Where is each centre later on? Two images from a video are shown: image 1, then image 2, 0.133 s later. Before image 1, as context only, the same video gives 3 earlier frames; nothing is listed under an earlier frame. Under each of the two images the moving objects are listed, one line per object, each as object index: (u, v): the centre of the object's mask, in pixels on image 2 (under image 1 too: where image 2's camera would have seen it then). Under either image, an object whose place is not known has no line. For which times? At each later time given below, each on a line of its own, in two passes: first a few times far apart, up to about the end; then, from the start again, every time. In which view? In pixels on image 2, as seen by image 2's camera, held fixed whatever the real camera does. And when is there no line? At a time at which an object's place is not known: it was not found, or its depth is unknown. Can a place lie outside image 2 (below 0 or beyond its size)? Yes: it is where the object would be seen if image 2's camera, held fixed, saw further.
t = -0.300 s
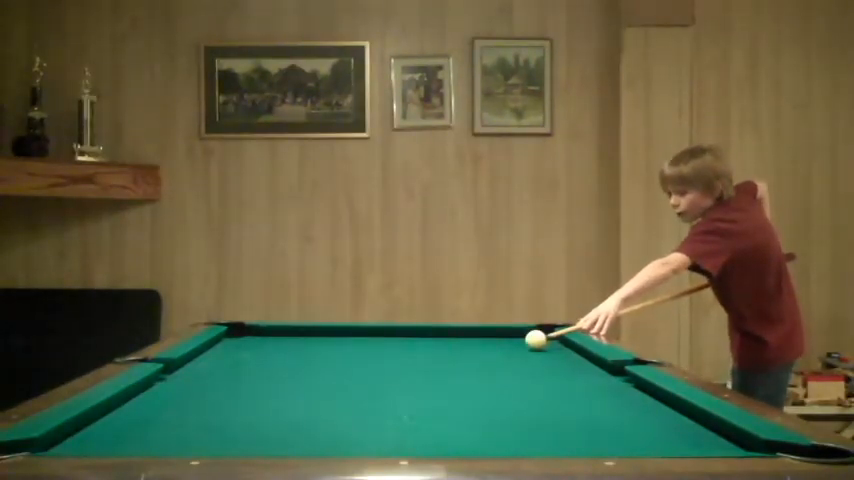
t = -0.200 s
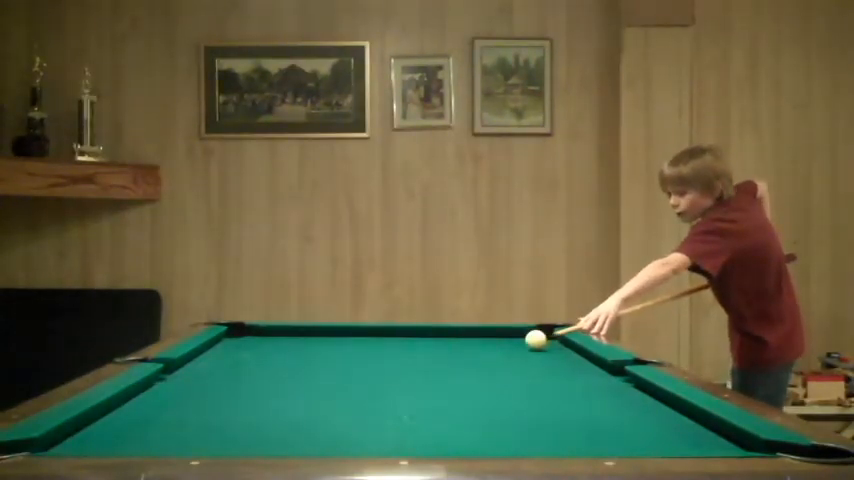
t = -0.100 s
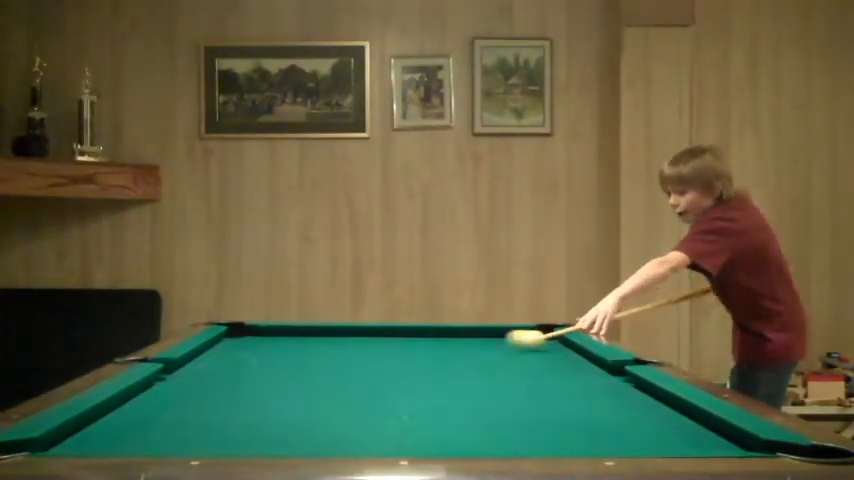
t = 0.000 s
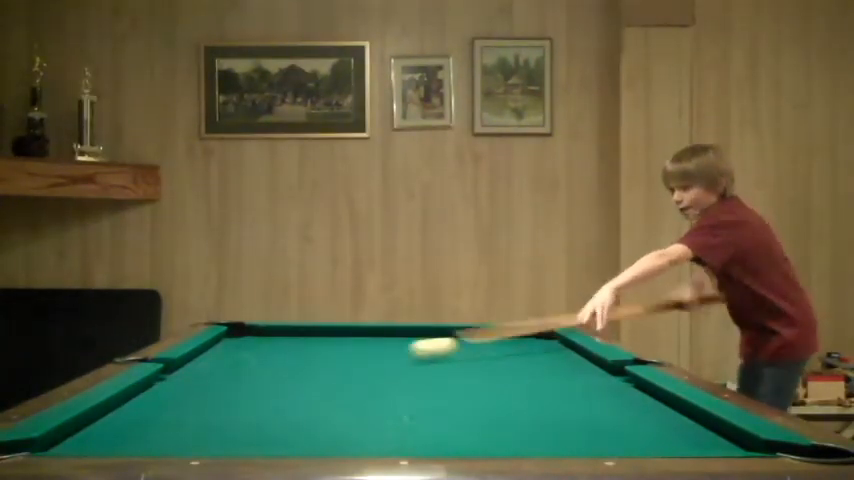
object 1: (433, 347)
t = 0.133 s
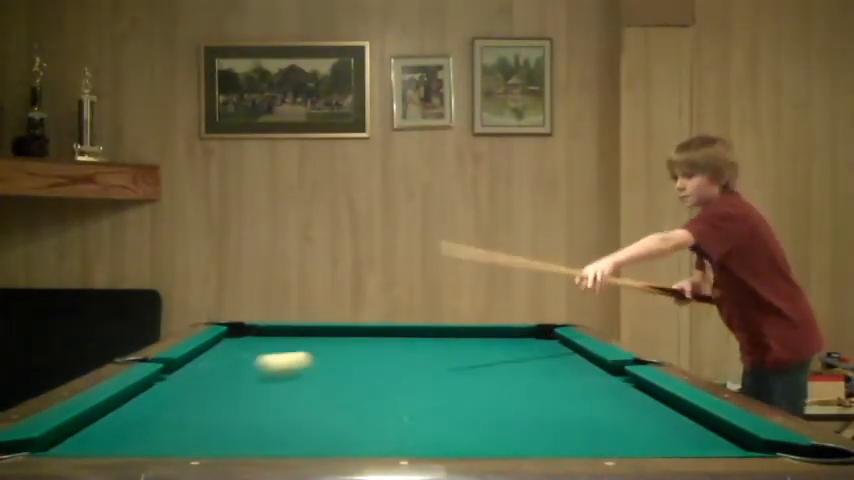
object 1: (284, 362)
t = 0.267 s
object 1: (185, 380)
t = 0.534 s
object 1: (318, 412)
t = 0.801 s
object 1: (482, 439)
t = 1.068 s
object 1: (611, 427)
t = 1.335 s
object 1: (667, 411)
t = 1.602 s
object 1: (587, 396)
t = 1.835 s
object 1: (530, 386)
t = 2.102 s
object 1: (474, 375)
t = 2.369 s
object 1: (429, 367)
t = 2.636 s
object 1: (391, 360)
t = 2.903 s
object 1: (359, 354)
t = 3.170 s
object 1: (332, 348)
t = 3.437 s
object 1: (309, 344)
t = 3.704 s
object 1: (289, 340)
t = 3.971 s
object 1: (273, 337)
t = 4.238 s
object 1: (259, 333)
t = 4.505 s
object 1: (248, 331)
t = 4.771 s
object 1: (238, 328)
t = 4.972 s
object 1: (232, 334)
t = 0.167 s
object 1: (242, 367)
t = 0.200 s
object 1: (198, 370)
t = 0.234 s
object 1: (168, 377)
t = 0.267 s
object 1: (185, 380)
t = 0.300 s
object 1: (203, 384)
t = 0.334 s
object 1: (220, 387)
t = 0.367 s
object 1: (237, 392)
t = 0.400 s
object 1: (254, 395)
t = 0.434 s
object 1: (270, 399)
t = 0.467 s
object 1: (286, 403)
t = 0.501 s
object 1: (301, 408)
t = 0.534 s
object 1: (318, 412)
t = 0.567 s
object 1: (336, 417)
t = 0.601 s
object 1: (354, 421)
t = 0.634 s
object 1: (373, 426)
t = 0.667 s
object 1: (393, 429)
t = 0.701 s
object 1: (414, 432)
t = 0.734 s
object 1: (437, 435)
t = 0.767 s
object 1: (460, 439)
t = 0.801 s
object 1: (482, 439)
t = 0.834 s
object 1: (500, 437)
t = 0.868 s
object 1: (517, 435)
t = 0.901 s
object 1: (534, 434)
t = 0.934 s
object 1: (550, 432)
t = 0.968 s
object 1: (567, 431)
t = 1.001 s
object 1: (582, 430)
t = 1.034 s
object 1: (597, 428)
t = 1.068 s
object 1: (611, 427)
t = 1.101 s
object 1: (626, 425)
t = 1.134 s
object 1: (640, 424)
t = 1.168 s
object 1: (653, 421)
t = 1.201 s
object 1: (666, 419)
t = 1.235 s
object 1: (678, 417)
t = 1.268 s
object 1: (689, 415)
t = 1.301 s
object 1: (680, 412)
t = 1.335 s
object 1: (667, 411)
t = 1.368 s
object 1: (656, 409)
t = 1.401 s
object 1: (646, 407)
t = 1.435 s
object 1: (636, 405)
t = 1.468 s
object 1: (625, 403)
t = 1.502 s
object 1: (615, 401)
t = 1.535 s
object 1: (606, 399)
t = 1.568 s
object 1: (596, 398)
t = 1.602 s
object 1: (587, 396)
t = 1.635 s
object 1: (579, 395)
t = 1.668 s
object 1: (570, 393)
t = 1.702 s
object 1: (561, 392)
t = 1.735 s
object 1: (553, 390)
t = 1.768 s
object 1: (545, 388)
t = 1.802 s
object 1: (537, 387)
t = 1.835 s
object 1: (530, 386)
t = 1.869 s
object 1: (522, 385)
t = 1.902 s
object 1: (514, 383)
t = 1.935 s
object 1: (508, 382)
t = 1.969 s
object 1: (500, 381)
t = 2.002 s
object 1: (494, 379)
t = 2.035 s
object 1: (487, 378)
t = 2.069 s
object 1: (480, 377)
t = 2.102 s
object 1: (474, 375)
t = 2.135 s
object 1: (468, 374)
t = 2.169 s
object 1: (462, 373)
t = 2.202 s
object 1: (456, 372)
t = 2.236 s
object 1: (450, 371)
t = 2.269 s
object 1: (445, 370)
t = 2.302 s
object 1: (439, 369)
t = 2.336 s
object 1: (434, 368)
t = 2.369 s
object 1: (429, 367)
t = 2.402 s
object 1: (423, 366)
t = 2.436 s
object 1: (418, 365)
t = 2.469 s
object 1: (414, 365)
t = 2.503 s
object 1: (409, 363)
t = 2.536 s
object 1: (404, 363)
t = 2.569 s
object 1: (400, 362)
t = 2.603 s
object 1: (395, 361)
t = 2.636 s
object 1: (391, 360)
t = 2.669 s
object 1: (387, 359)
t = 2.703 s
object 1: (382, 358)
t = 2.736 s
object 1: (379, 358)
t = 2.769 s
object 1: (374, 357)
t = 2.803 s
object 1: (370, 356)
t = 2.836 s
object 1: (366, 355)
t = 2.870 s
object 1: (363, 355)
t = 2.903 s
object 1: (359, 354)
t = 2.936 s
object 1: (355, 353)
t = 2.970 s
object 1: (352, 352)
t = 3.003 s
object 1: (348, 352)
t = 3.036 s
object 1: (345, 351)
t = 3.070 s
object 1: (342, 350)
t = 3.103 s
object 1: (338, 350)
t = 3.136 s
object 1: (335, 349)
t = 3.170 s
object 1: (332, 348)
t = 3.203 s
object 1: (329, 348)
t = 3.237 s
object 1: (326, 347)
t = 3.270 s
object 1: (323, 347)
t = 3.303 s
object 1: (320, 346)
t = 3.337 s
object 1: (317, 346)
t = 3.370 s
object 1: (314, 345)
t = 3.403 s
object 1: (311, 344)
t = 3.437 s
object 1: (309, 344)
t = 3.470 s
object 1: (306, 343)
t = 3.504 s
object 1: (303, 343)
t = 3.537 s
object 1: (301, 342)
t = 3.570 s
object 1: (299, 342)
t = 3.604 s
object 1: (296, 341)
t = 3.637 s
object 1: (294, 341)
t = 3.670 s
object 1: (291, 340)
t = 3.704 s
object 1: (289, 340)
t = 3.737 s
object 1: (287, 340)
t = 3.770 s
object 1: (285, 339)
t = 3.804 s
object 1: (283, 339)
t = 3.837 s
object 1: (281, 338)
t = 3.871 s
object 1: (279, 338)
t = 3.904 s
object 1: (277, 337)
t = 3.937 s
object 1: (275, 337)
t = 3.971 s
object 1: (273, 337)
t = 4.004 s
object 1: (271, 336)
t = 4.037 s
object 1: (269, 336)
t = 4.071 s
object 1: (268, 335)
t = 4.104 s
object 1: (266, 335)
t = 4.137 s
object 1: (264, 335)
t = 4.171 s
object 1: (262, 334)
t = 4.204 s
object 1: (261, 334)
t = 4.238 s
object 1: (259, 333)
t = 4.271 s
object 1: (258, 333)
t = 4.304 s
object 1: (256, 333)
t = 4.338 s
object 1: (255, 332)
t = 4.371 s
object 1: (253, 332)
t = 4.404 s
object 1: (252, 332)
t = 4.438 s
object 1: (250, 331)
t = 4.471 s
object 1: (249, 331)
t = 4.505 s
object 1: (248, 331)
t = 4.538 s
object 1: (246, 330)
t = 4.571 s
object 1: (245, 330)
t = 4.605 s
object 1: (243, 330)
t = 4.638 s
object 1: (243, 329)
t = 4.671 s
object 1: (241, 329)
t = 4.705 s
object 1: (240, 329)
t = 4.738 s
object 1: (239, 329)
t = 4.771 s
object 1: (238, 328)
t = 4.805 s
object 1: (237, 328)
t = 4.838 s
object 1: (236, 328)
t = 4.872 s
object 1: (235, 328)
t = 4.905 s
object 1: (234, 329)
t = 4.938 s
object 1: (233, 331)
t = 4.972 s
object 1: (232, 334)
